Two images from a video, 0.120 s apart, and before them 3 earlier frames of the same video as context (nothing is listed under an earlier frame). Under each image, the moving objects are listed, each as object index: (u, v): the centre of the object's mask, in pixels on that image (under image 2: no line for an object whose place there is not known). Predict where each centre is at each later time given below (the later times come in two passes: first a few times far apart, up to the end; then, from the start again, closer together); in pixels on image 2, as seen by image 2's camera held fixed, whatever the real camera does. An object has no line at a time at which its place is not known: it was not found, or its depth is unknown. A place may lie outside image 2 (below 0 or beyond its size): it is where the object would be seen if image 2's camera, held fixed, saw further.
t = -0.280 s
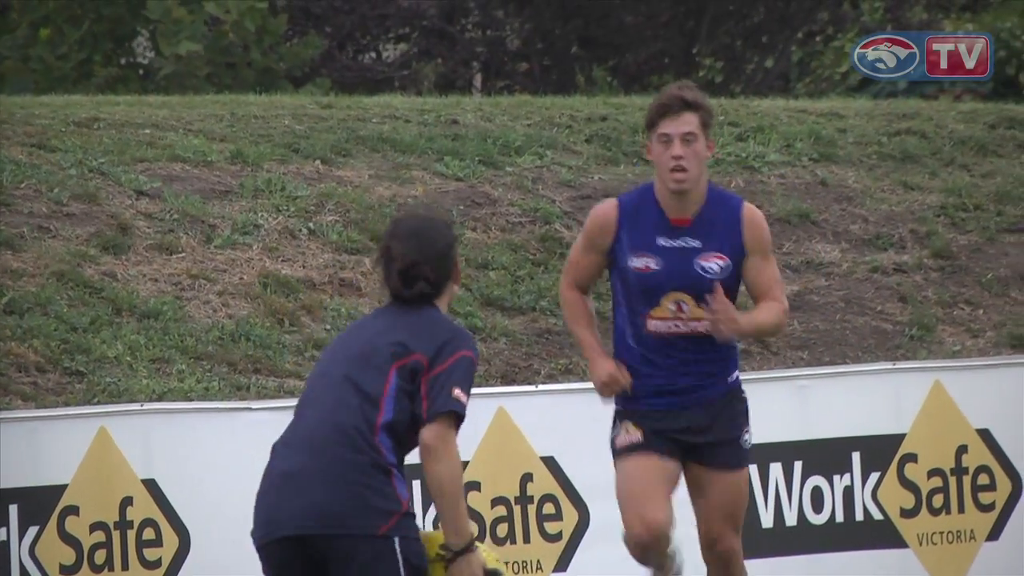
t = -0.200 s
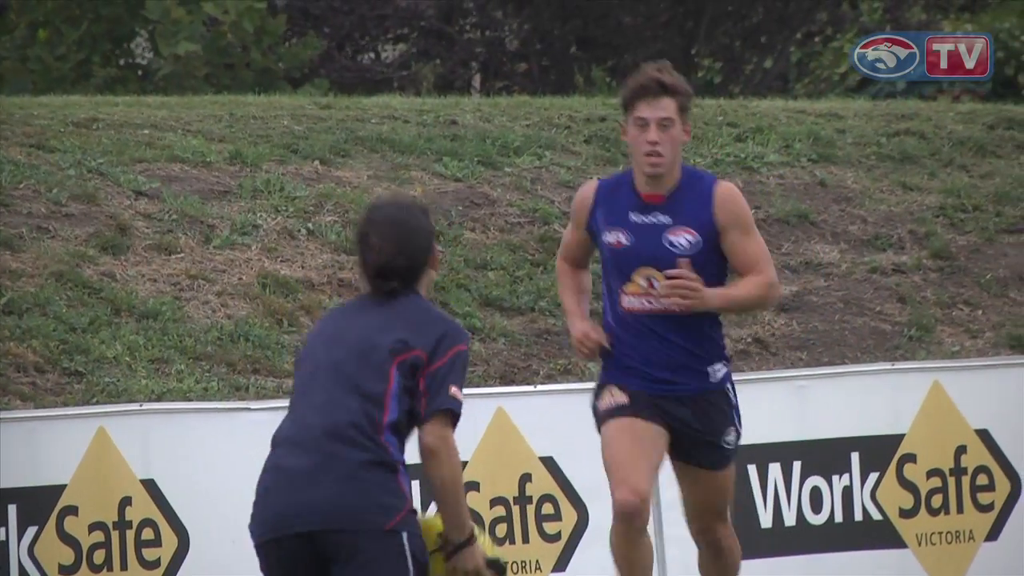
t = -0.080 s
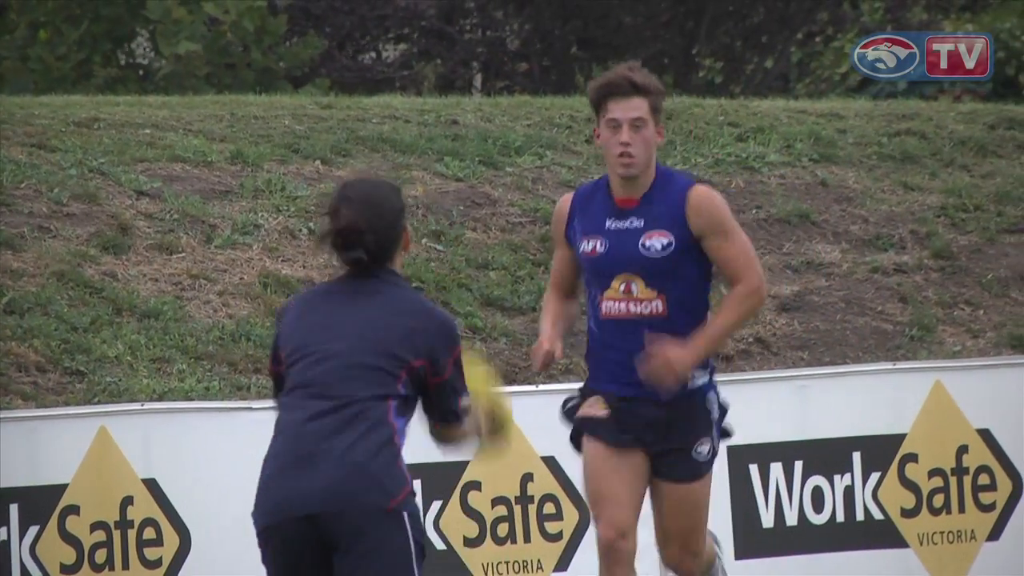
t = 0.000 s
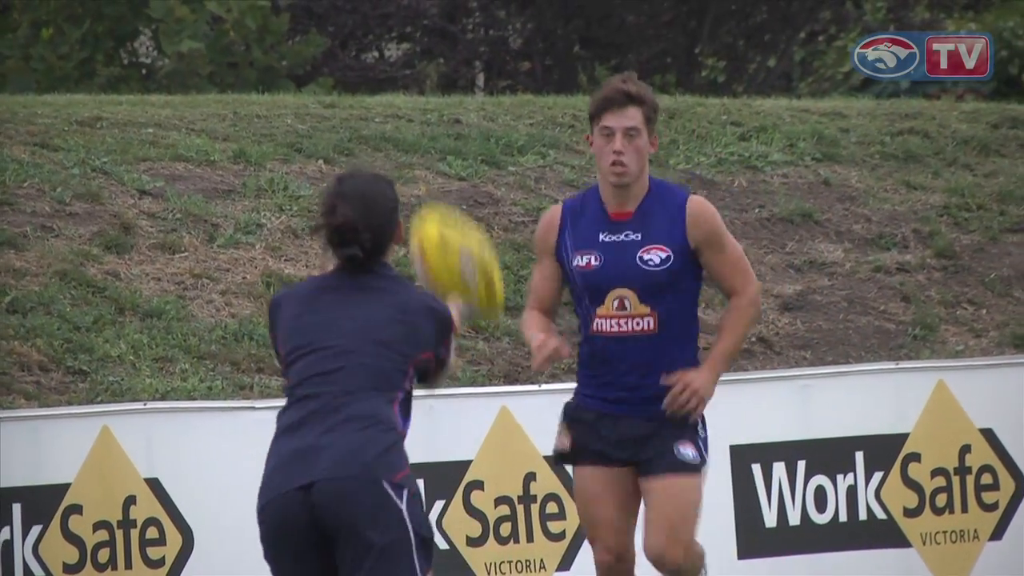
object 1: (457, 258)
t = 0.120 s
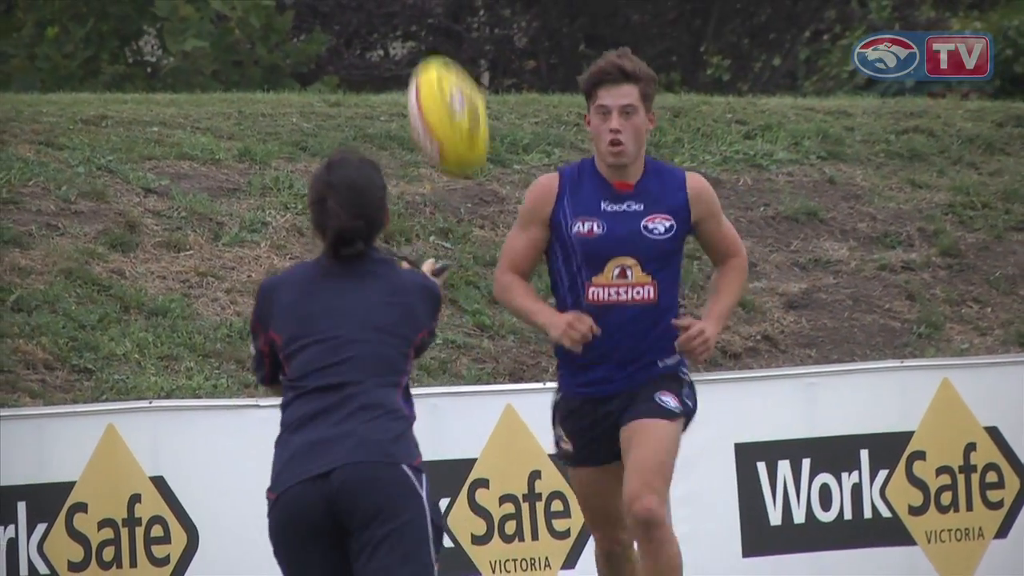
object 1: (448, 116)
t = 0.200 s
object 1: (439, 54)
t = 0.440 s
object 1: (412, 32)
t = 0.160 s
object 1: (444, 81)
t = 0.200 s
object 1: (439, 54)
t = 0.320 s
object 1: (424, 23)
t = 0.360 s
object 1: (420, 23)
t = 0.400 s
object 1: (417, 26)
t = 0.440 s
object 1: (412, 32)
